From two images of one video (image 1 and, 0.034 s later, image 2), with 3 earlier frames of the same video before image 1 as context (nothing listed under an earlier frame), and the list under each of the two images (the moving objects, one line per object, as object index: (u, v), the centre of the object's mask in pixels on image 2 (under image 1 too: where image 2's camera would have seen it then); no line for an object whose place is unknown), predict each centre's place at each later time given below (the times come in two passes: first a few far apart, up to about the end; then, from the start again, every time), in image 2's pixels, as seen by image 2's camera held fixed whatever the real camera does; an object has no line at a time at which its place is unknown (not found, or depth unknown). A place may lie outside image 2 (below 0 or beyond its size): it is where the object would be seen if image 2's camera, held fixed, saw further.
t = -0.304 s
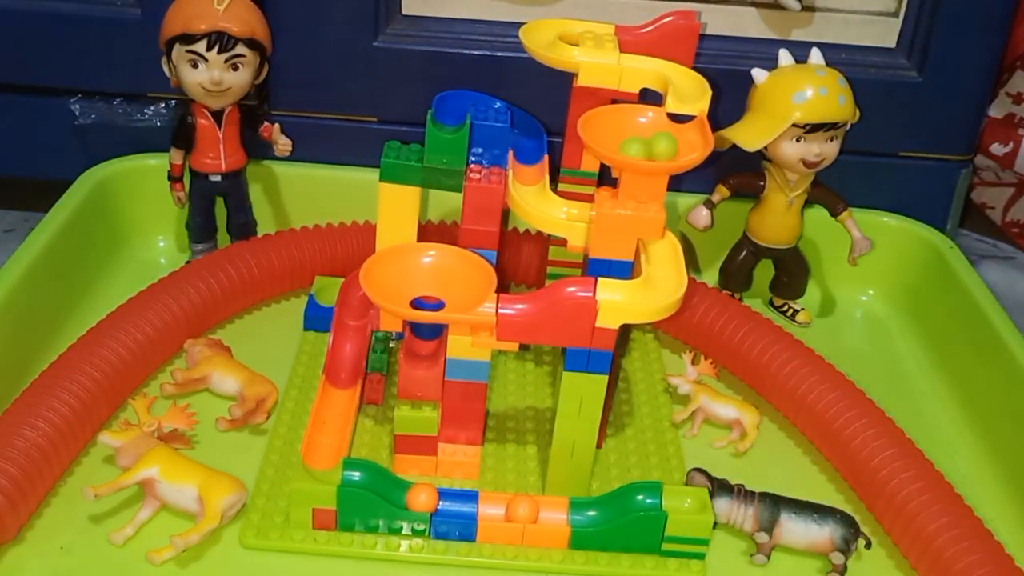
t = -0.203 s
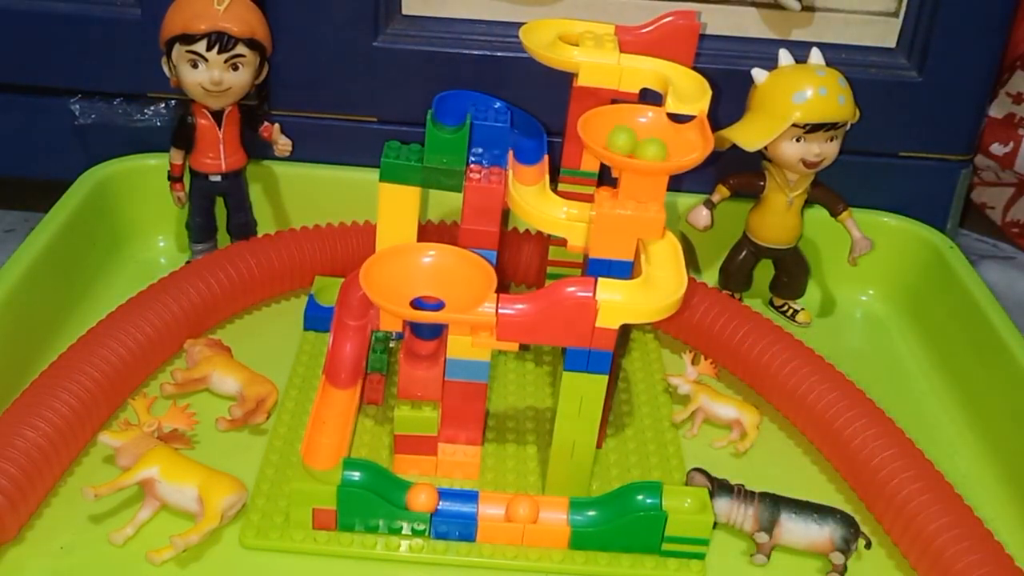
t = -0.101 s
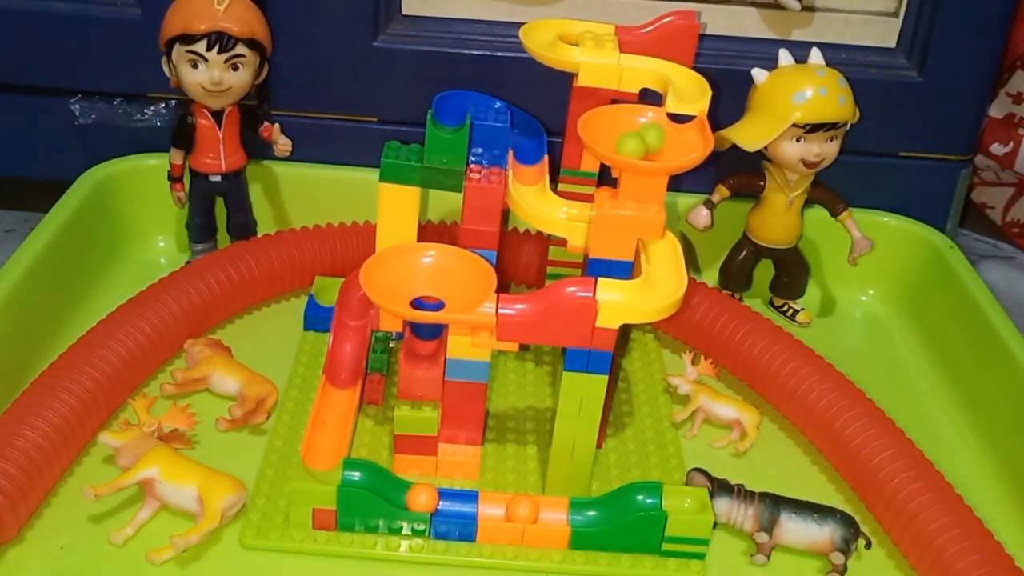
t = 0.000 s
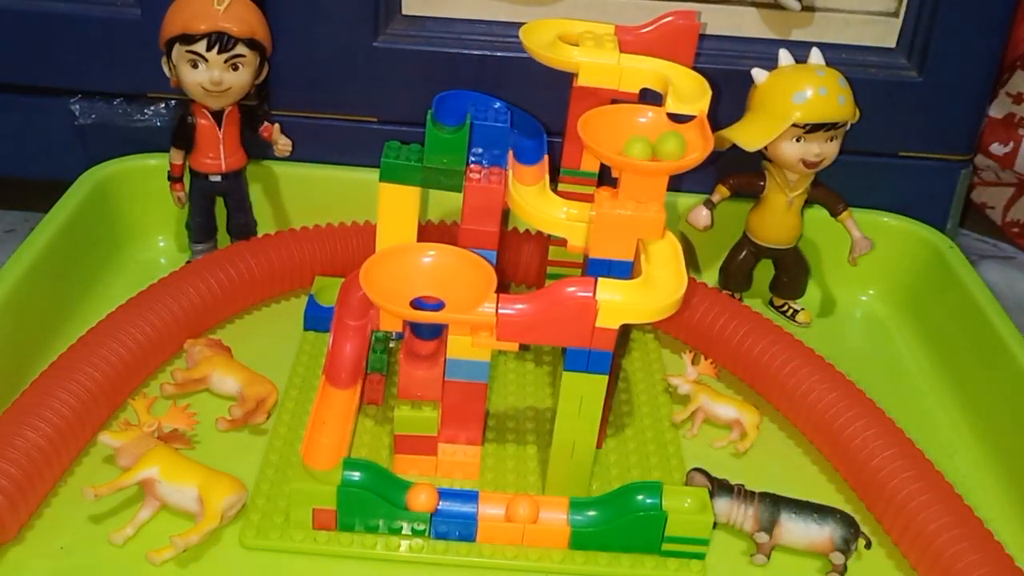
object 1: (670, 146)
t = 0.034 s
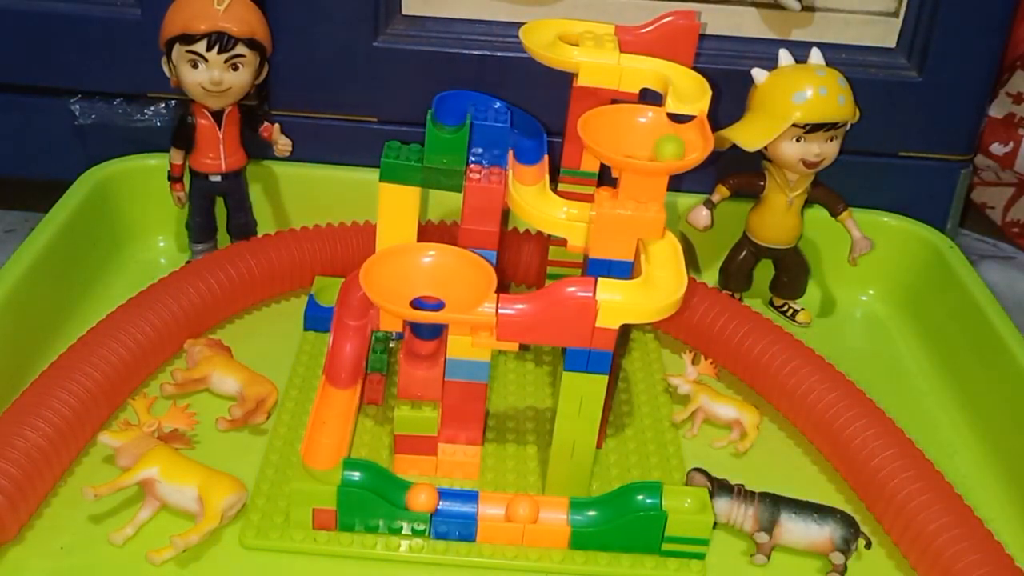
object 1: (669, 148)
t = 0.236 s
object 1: (619, 138)
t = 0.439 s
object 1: (653, 150)
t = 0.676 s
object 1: (658, 146)
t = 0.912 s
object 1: (630, 143)
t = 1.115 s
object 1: (630, 145)
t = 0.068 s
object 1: (662, 150)
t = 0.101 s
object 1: (649, 150)
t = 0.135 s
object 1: (636, 148)
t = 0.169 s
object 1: (624, 143)
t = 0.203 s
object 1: (619, 140)
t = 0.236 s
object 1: (619, 138)
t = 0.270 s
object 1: (626, 137)
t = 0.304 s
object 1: (637, 138)
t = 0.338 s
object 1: (650, 144)
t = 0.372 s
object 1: (657, 147)
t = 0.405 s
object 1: (656, 149)
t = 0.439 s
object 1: (653, 150)
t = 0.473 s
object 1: (646, 150)
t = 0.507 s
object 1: (641, 149)
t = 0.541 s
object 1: (635, 147)
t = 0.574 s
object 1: (631, 145)
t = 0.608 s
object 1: (637, 143)
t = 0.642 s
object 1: (649, 144)
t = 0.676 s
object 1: (658, 146)
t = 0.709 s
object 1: (660, 148)
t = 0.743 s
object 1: (659, 149)
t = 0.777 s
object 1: (653, 150)
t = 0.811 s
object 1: (645, 150)
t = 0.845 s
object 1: (637, 148)
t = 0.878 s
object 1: (631, 145)
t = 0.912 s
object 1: (630, 143)
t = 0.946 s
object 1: (637, 143)
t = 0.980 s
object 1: (649, 146)
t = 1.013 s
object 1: (650, 148)
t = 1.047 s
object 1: (643, 148)
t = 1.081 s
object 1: (635, 147)
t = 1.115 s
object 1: (630, 145)
